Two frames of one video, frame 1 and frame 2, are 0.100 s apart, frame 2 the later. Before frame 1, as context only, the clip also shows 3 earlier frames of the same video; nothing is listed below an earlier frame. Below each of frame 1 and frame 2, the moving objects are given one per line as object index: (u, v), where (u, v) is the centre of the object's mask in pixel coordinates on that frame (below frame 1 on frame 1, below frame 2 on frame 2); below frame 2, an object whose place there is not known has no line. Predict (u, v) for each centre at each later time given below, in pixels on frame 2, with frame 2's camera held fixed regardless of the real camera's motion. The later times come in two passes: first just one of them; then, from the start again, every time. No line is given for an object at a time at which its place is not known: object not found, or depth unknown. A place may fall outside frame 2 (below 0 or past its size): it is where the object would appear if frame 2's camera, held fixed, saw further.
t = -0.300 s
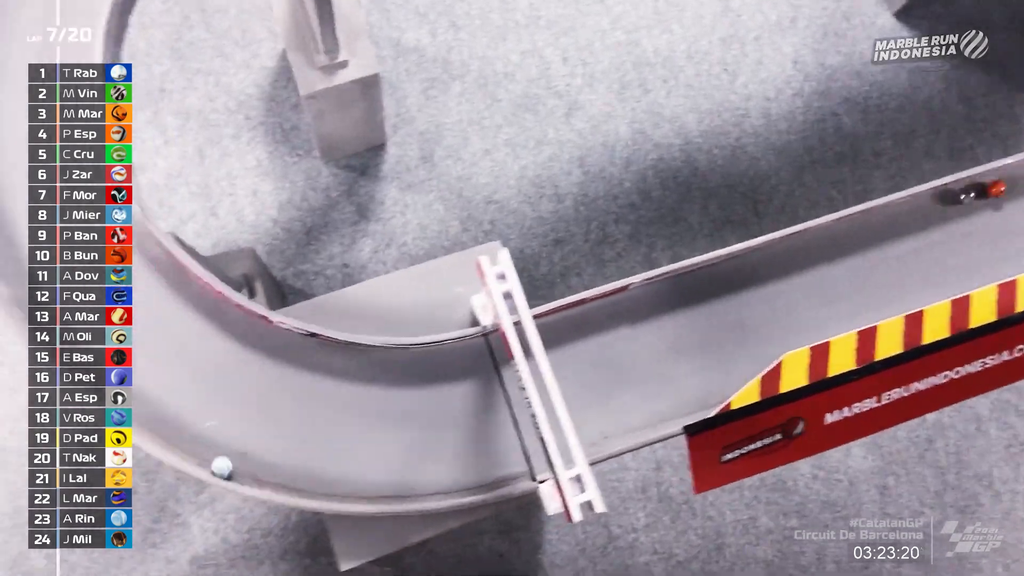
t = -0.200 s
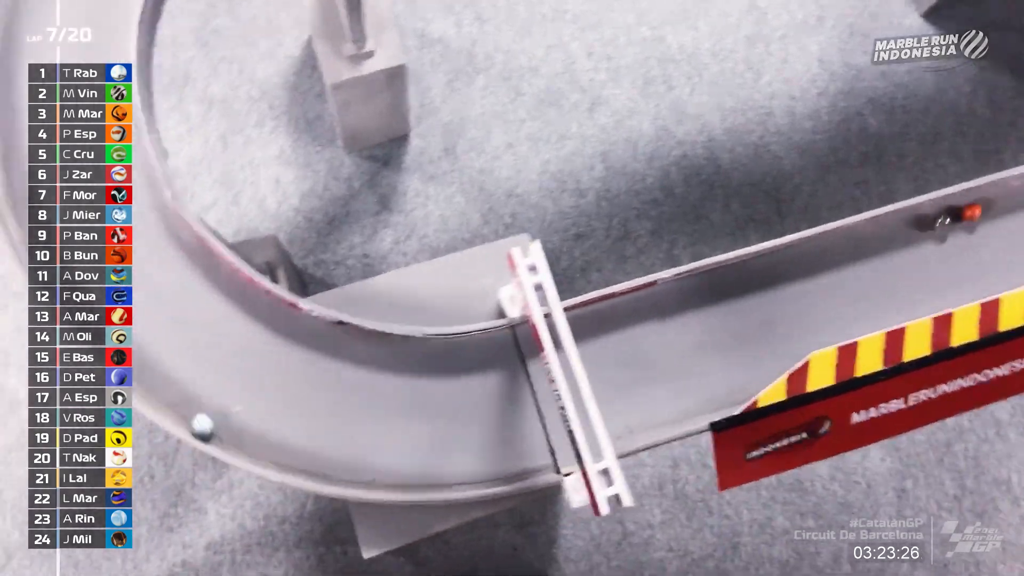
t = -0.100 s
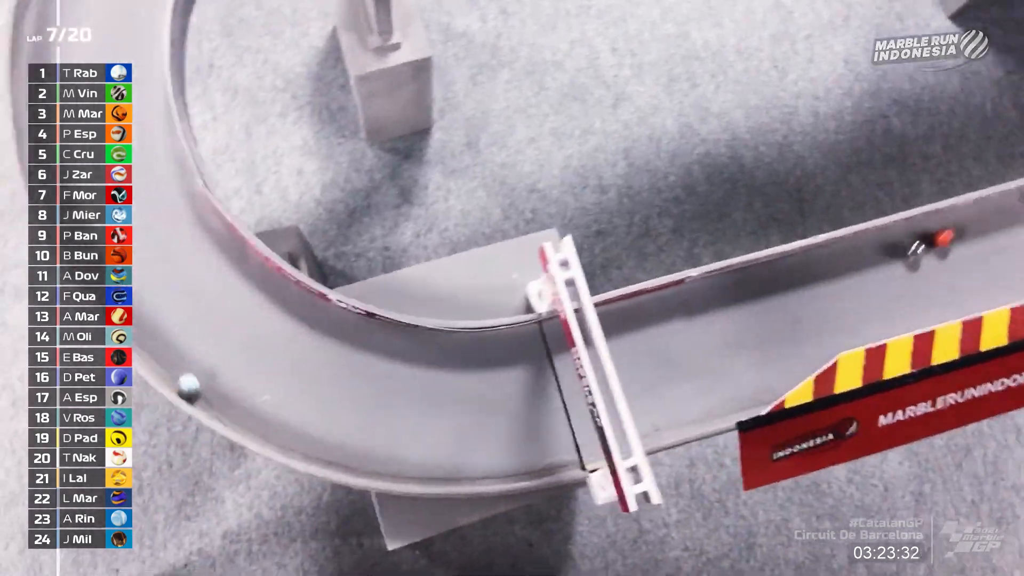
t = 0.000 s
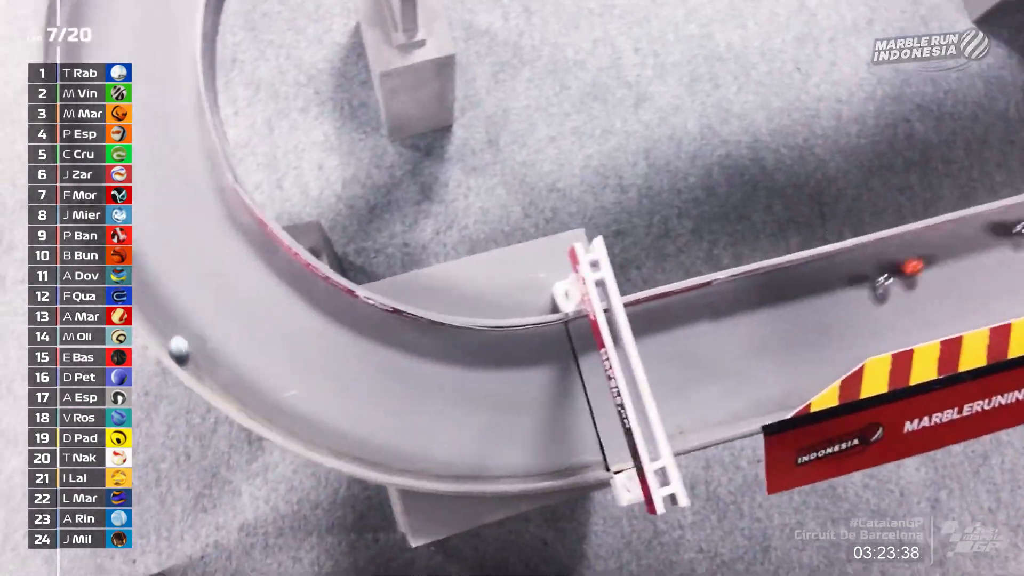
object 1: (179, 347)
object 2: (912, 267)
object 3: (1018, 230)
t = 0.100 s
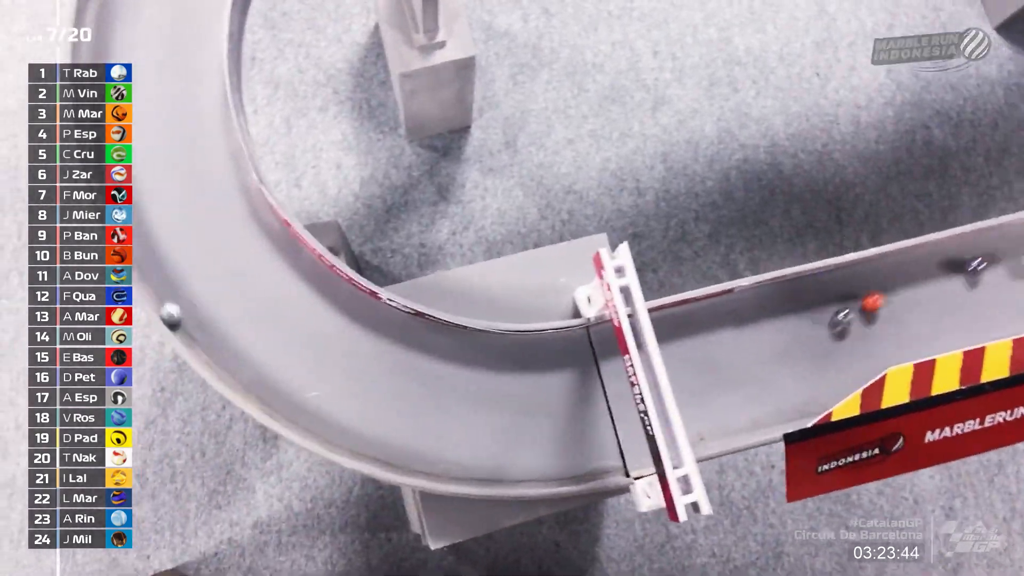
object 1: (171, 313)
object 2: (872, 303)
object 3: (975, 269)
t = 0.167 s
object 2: (828, 320)
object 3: (929, 289)
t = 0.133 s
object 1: (161, 301)
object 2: (849, 311)
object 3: (952, 279)
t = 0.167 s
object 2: (828, 320)
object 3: (929, 289)
